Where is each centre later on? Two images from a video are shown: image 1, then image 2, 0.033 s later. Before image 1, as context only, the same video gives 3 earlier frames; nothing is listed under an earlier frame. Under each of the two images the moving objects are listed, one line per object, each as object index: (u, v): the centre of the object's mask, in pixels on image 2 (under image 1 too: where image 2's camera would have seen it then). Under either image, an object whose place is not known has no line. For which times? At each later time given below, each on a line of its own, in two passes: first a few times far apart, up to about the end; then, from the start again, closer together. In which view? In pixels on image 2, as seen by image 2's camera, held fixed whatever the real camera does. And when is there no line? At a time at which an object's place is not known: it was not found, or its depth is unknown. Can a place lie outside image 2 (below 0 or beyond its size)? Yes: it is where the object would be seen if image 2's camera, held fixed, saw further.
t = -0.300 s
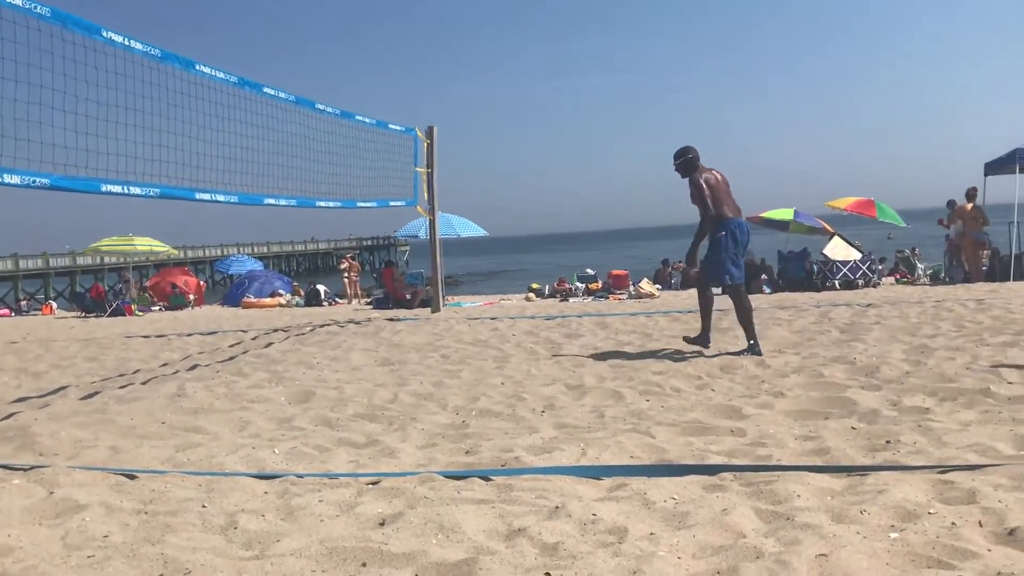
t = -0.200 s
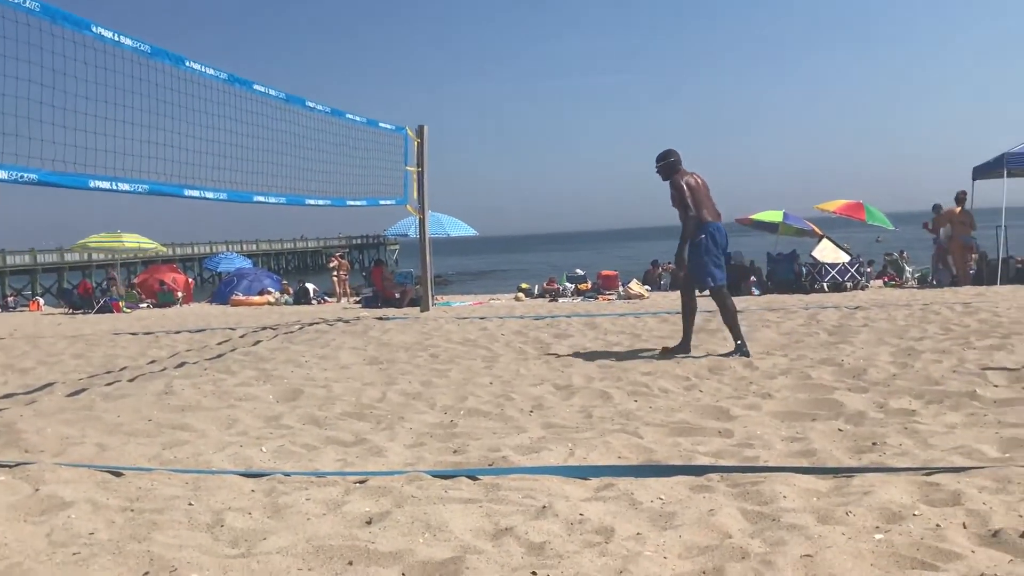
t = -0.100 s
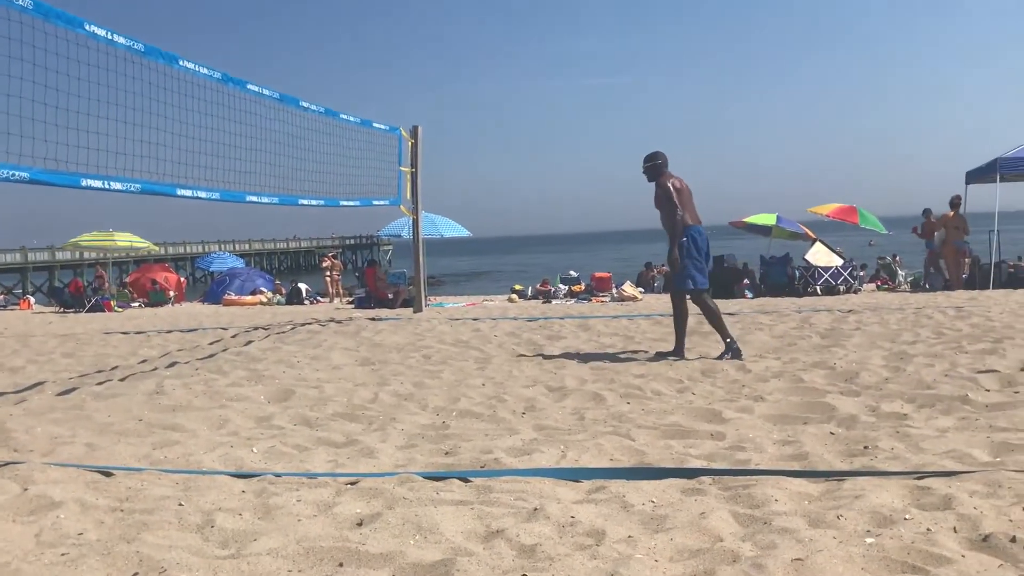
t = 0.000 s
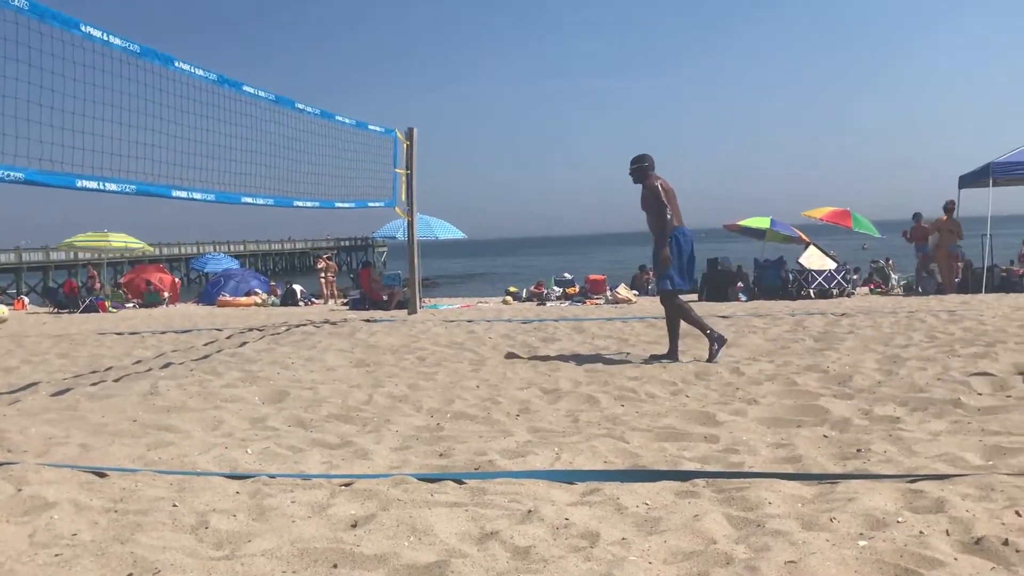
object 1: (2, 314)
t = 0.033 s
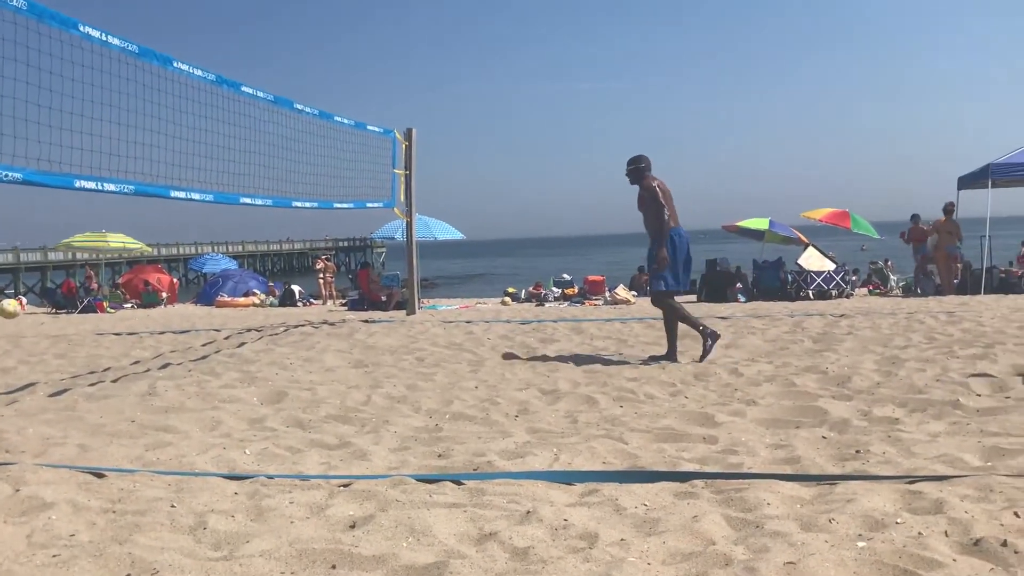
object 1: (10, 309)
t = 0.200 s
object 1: (80, 296)
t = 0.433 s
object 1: (184, 327)
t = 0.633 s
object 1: (251, 311)
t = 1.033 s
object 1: (365, 309)
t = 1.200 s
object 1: (415, 347)
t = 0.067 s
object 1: (23, 304)
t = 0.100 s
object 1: (38, 300)
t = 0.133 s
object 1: (52, 298)
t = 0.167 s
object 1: (66, 297)
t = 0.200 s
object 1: (80, 296)
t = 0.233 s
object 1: (95, 297)
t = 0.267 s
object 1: (110, 299)
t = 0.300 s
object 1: (125, 303)
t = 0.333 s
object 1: (140, 307)
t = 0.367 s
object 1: (155, 312)
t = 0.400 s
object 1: (169, 319)
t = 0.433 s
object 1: (184, 327)
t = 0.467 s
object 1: (200, 335)
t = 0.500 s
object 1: (217, 346)
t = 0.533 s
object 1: (226, 339)
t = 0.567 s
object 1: (234, 329)
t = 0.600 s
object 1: (242, 320)
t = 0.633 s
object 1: (251, 311)
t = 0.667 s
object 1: (260, 305)
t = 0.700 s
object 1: (271, 298)
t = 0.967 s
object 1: (345, 298)
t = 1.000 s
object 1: (354, 302)
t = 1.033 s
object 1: (365, 309)
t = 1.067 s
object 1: (375, 317)
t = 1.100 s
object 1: (385, 326)
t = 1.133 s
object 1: (395, 336)
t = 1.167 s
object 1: (404, 348)
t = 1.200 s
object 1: (415, 347)
